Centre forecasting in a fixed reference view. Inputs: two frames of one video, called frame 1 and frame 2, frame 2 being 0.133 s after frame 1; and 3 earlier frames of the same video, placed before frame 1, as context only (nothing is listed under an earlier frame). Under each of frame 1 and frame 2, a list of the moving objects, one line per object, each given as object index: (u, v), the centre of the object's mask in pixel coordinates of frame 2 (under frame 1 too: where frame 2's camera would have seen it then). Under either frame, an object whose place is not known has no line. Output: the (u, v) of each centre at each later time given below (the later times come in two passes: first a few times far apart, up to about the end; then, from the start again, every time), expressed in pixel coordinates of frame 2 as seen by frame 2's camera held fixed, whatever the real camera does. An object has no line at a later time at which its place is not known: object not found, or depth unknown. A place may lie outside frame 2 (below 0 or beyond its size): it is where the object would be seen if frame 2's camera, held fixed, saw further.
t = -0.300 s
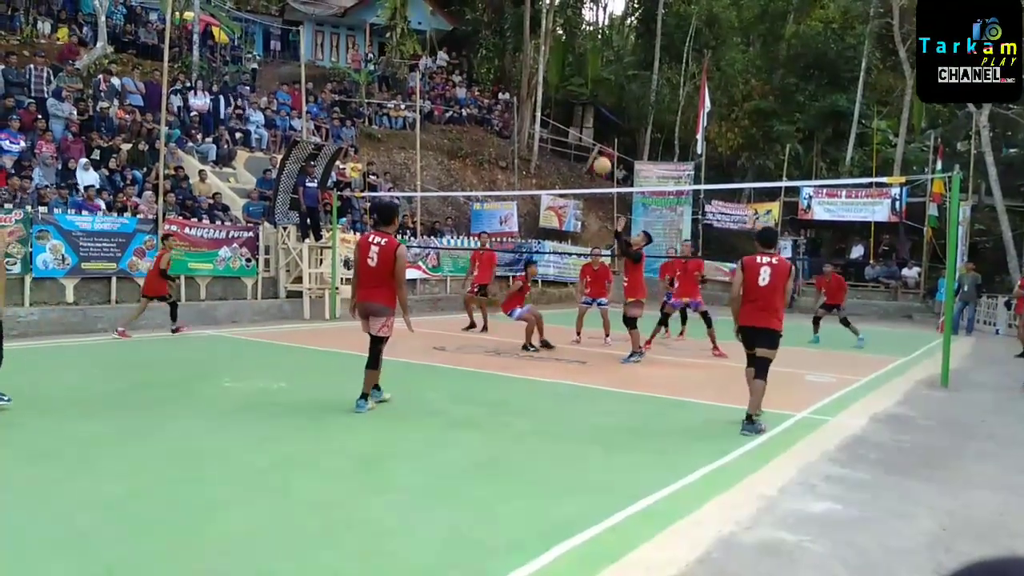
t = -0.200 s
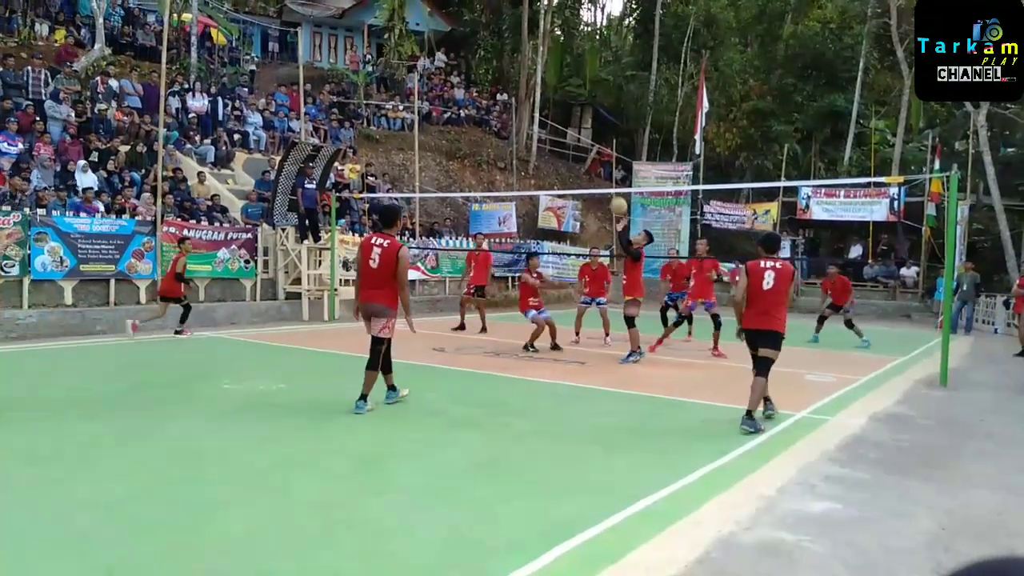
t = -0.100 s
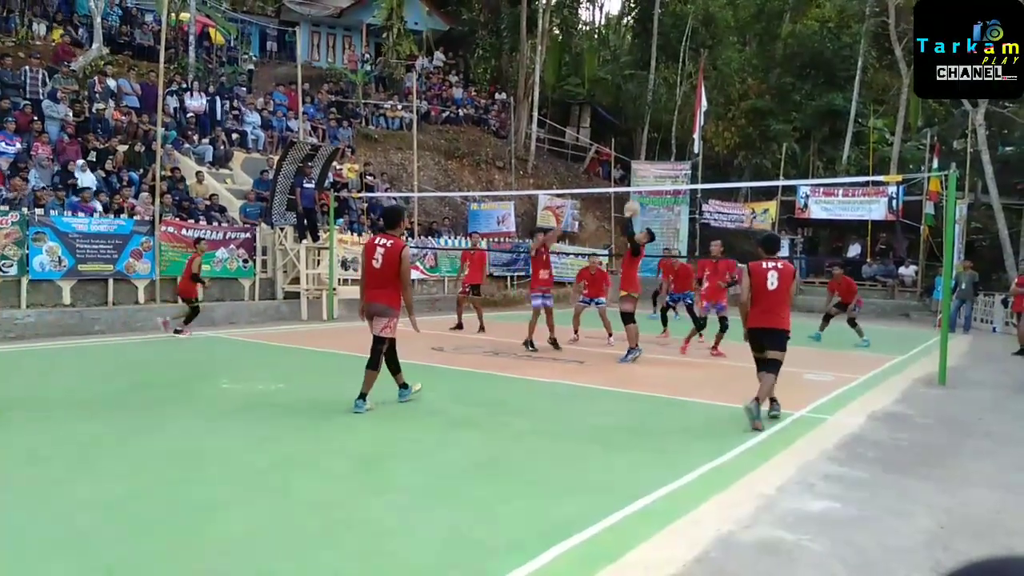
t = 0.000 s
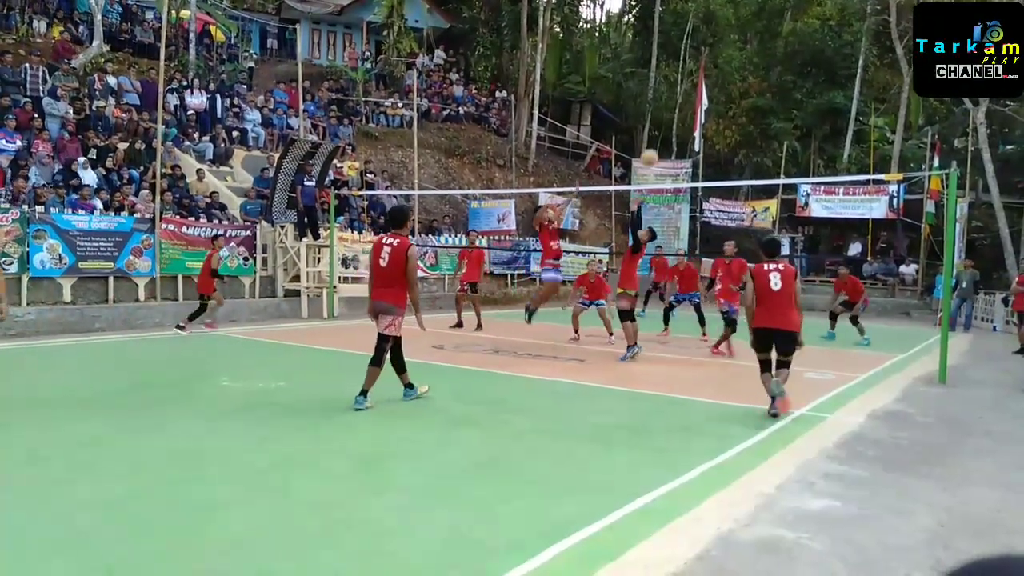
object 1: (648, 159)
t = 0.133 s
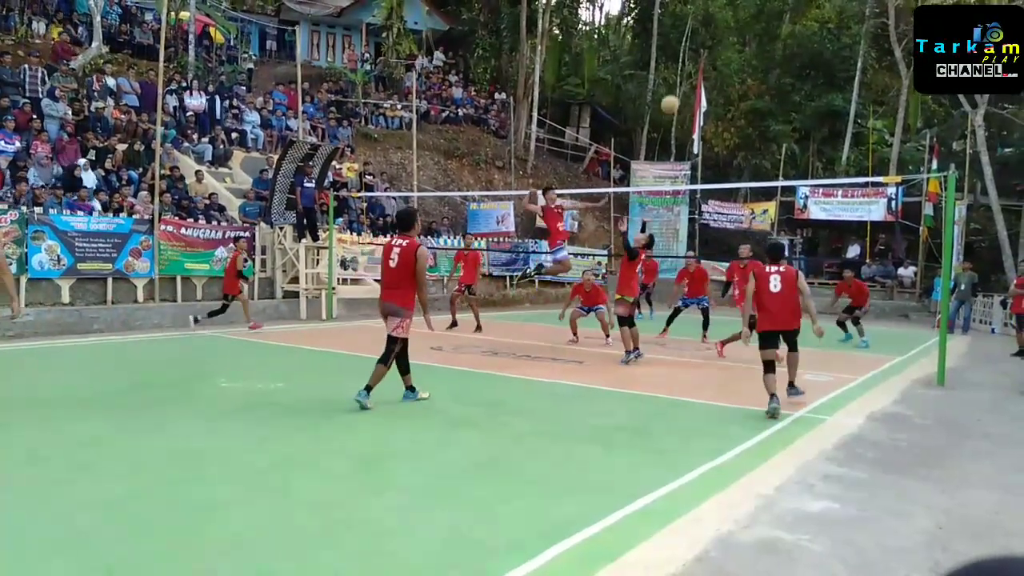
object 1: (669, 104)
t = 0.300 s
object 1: (697, 54)
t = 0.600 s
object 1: (744, 16)
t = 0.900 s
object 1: (790, 51)
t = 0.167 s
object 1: (675, 93)
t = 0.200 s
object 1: (680, 81)
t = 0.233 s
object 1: (686, 71)
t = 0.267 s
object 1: (691, 62)
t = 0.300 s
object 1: (697, 54)
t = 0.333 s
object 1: (702, 46)
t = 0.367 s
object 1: (707, 40)
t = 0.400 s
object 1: (712, 34)
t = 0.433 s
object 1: (718, 29)
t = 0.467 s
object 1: (723, 24)
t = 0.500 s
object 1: (728, 21)
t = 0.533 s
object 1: (733, 18)
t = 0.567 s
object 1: (739, 17)
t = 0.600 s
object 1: (744, 16)
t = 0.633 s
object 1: (749, 17)
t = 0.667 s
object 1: (754, 17)
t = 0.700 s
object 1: (760, 19)
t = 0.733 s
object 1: (765, 23)
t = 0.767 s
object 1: (770, 27)
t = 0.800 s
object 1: (775, 31)
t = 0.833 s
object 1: (780, 37)
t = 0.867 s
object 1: (786, 44)
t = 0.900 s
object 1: (790, 51)
